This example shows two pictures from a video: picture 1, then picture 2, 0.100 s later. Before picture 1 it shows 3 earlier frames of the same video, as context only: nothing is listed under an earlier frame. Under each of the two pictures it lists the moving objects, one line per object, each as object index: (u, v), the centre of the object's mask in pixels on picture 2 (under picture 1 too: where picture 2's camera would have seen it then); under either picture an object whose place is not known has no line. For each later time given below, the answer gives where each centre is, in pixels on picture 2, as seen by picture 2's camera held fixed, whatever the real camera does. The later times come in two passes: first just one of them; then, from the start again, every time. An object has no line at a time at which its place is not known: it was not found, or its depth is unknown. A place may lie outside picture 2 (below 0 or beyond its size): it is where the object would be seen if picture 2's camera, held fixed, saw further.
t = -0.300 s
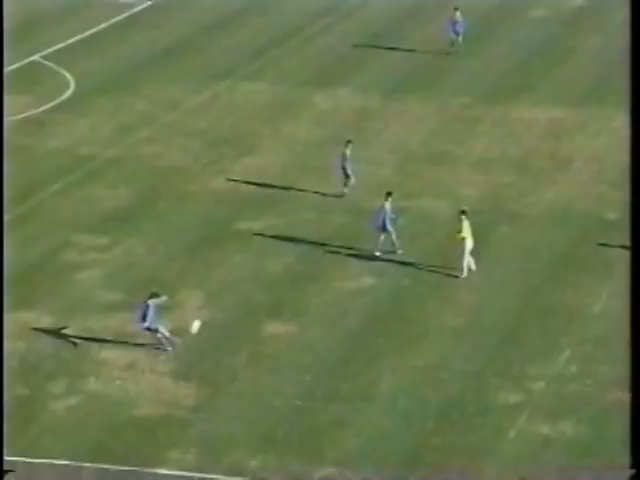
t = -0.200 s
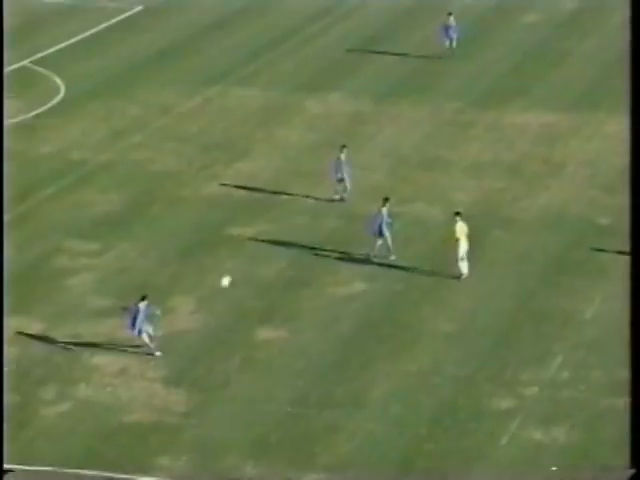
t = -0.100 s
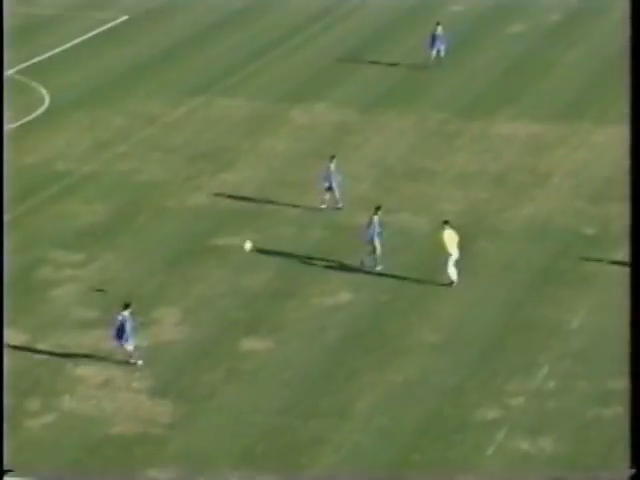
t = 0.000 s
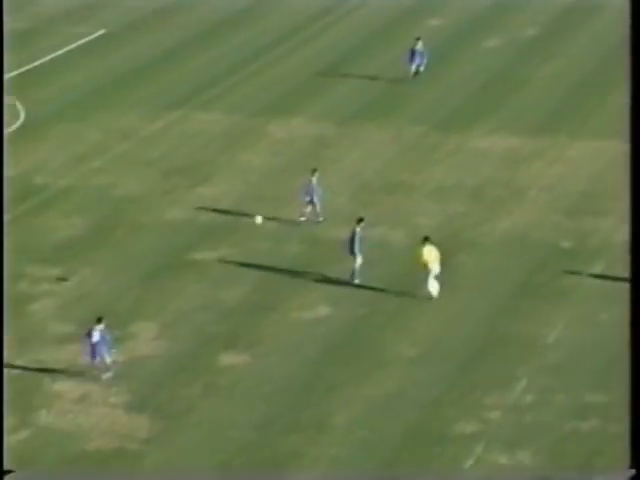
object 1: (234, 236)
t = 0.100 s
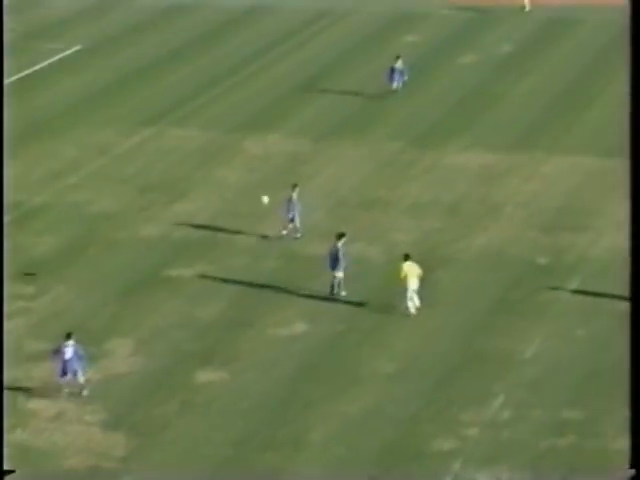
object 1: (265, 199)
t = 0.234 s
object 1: (302, 158)
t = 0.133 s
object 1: (274, 189)
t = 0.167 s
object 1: (284, 178)
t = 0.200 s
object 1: (293, 168)
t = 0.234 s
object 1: (302, 158)
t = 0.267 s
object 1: (311, 148)
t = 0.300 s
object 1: (320, 139)
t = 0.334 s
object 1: (328, 131)
